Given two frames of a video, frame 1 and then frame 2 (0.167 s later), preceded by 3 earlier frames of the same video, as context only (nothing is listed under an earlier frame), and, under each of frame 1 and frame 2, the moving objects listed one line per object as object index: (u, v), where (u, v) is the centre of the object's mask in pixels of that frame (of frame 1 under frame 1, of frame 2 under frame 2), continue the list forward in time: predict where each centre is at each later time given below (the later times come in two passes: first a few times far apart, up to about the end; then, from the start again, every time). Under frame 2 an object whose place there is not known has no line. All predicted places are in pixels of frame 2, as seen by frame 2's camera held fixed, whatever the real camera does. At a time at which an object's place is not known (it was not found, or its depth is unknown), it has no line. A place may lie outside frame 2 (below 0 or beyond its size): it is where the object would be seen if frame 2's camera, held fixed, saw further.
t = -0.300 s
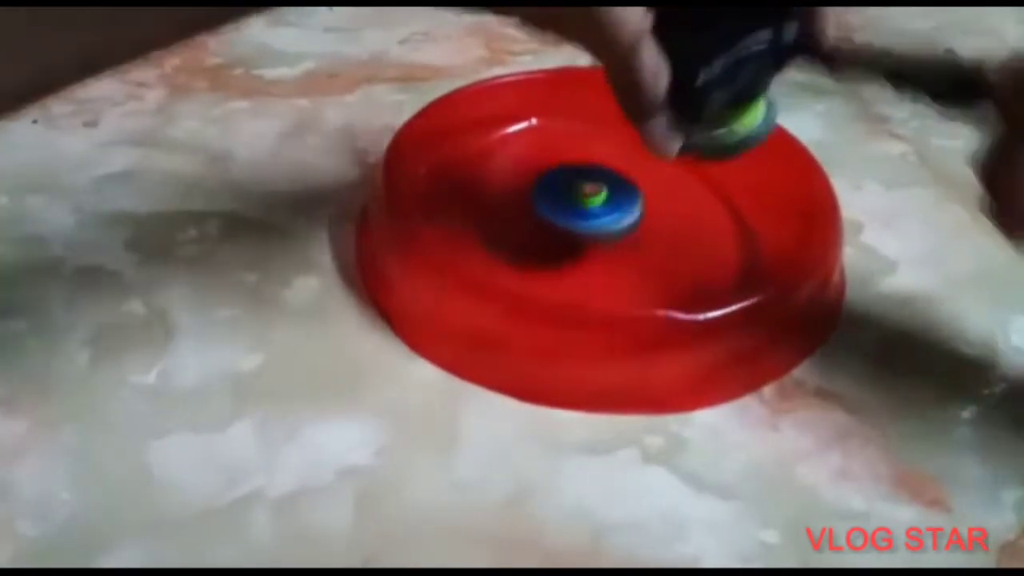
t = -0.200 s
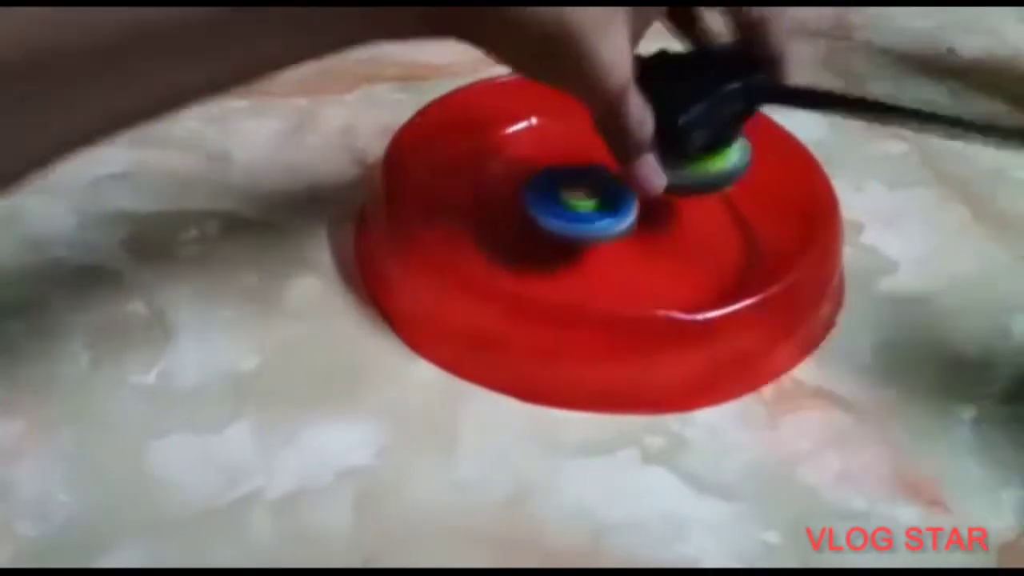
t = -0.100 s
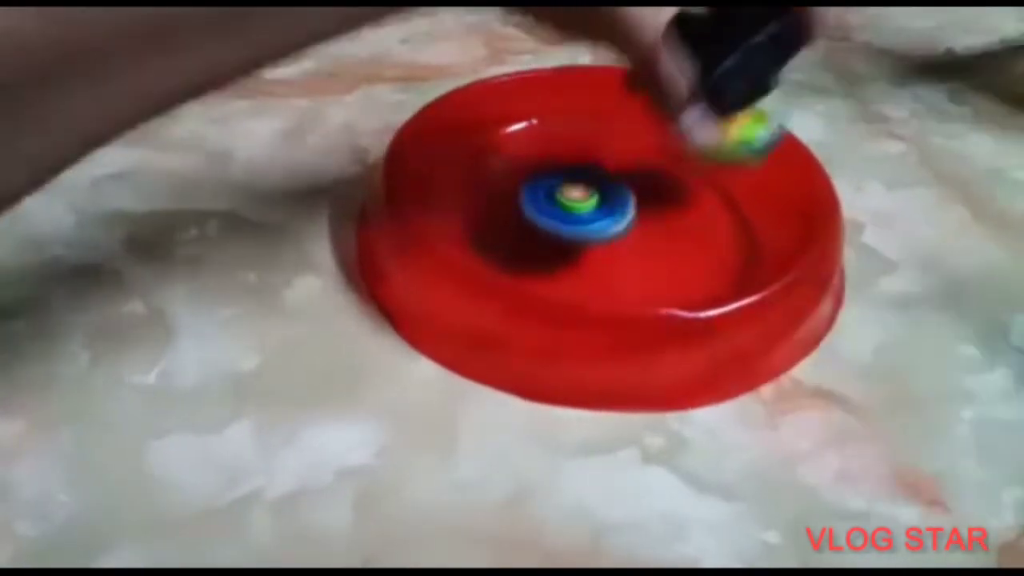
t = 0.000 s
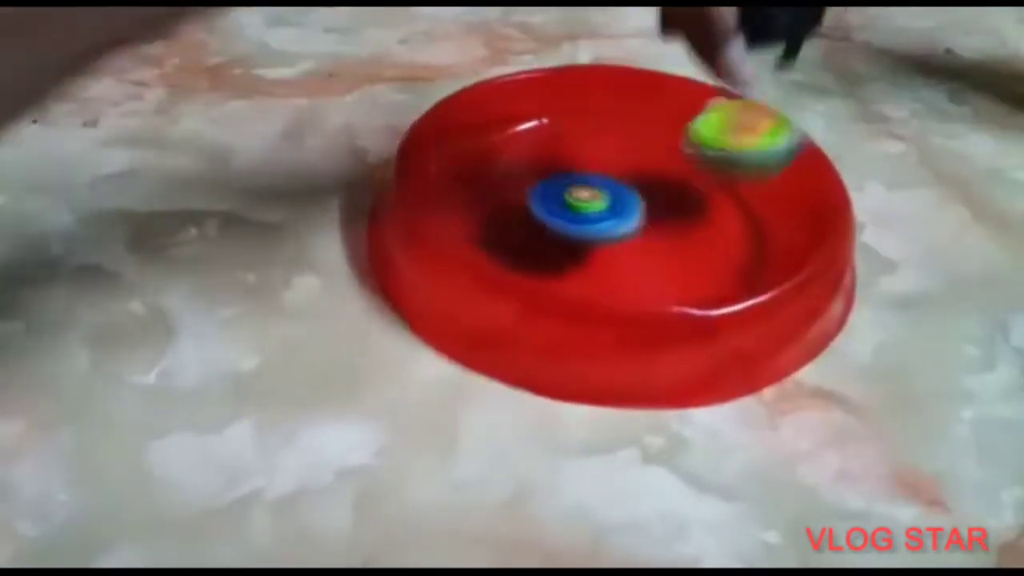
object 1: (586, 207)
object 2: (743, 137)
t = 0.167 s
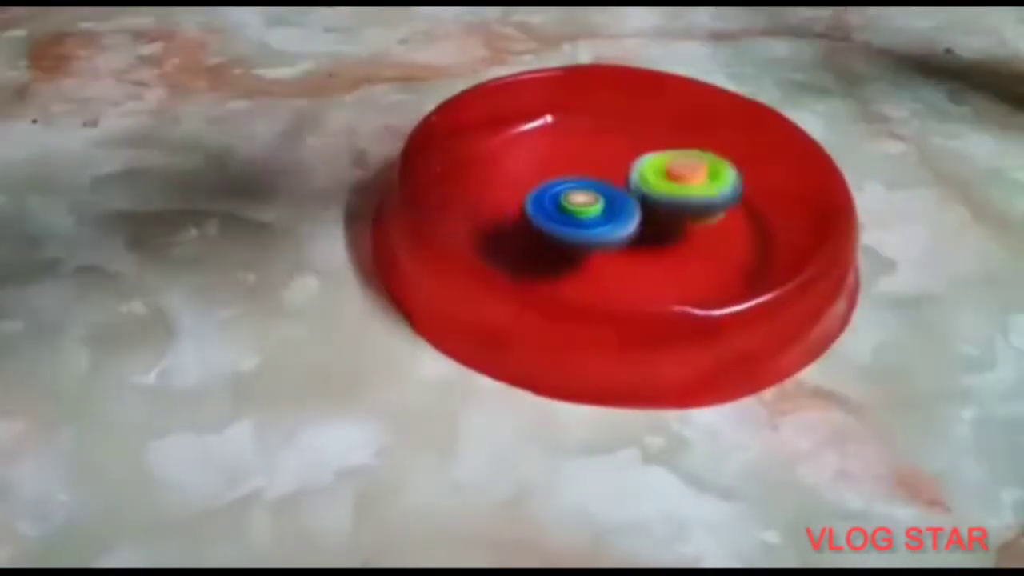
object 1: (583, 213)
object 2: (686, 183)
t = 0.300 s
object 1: (570, 217)
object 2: (676, 192)
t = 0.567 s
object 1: (549, 214)
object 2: (631, 182)
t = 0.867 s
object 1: (525, 228)
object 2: (673, 132)
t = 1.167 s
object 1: (569, 209)
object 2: (678, 146)
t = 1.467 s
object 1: (553, 216)
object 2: (708, 147)
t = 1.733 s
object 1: (558, 229)
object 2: (689, 147)
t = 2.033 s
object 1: (574, 225)
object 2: (621, 158)
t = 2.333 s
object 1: (616, 212)
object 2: (540, 157)
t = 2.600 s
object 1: (654, 199)
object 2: (504, 167)
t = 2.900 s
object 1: (688, 194)
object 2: (502, 170)
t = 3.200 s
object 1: (699, 198)
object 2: (509, 192)
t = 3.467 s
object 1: (687, 199)
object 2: (522, 222)
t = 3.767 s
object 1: (655, 184)
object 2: (552, 243)
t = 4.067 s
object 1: (629, 164)
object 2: (598, 246)
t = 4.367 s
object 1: (625, 151)
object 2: (659, 230)
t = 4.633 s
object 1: (630, 148)
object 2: (697, 225)
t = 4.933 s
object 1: (632, 154)
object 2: (709, 225)
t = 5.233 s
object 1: (589, 118)
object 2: (725, 253)
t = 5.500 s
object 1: (577, 114)
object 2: (650, 225)
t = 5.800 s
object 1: (574, 108)
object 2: (633, 194)
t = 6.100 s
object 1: (572, 123)
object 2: (635, 195)
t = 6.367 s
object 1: (543, 130)
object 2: (618, 204)
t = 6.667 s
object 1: (525, 134)
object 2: (598, 208)
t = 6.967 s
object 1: (523, 138)
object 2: (605, 218)
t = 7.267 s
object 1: (535, 151)
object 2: (598, 228)
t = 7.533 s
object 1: (540, 155)
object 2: (602, 244)
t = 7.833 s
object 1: (542, 160)
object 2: (617, 229)
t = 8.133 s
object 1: (545, 166)
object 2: (641, 241)
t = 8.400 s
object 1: (558, 175)
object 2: (695, 237)
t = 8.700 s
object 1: (560, 181)
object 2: (717, 221)
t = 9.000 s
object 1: (559, 188)
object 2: (695, 217)
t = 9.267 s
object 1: (551, 184)
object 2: (692, 215)
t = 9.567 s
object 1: (564, 185)
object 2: (704, 218)
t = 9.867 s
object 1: (569, 192)
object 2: (704, 218)
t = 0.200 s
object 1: (583, 213)
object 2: (683, 183)
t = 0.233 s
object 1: (577, 215)
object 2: (679, 191)
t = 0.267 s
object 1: (573, 216)
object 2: (678, 192)
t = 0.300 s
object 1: (570, 217)
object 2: (676, 192)
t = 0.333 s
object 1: (567, 217)
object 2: (672, 194)
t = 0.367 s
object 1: (563, 218)
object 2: (664, 192)
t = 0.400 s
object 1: (560, 217)
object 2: (659, 190)
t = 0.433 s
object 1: (557, 217)
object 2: (653, 189)
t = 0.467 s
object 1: (554, 217)
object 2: (648, 187)
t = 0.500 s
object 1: (552, 216)
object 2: (642, 186)
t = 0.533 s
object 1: (549, 214)
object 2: (636, 183)
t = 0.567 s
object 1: (549, 214)
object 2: (631, 182)
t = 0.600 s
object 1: (546, 216)
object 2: (625, 180)
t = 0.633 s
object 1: (517, 220)
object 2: (639, 168)
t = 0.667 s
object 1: (507, 221)
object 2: (652, 159)
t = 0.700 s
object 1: (514, 223)
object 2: (657, 153)
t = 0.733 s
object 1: (515, 226)
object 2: (661, 148)
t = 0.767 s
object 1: (516, 227)
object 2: (664, 143)
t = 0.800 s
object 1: (518, 228)
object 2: (666, 138)
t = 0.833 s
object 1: (521, 229)
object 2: (669, 135)
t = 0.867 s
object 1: (525, 228)
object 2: (673, 132)
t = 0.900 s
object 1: (528, 229)
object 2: (675, 130)
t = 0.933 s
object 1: (532, 225)
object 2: (680, 129)
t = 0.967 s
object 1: (536, 223)
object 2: (680, 128)
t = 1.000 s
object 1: (541, 220)
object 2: (680, 130)
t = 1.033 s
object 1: (544, 219)
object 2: (682, 132)
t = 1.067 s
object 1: (549, 217)
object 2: (680, 135)
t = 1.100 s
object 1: (556, 213)
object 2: (681, 138)
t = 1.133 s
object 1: (563, 211)
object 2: (679, 142)
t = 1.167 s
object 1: (569, 209)
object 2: (678, 146)
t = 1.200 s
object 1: (577, 207)
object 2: (677, 149)
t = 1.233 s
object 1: (583, 205)
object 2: (675, 153)
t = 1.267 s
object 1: (589, 203)
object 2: (673, 156)
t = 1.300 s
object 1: (597, 199)
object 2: (674, 159)
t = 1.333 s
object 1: (595, 201)
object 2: (677, 159)
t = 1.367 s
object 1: (568, 208)
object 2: (691, 152)
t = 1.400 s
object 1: (552, 211)
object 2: (703, 149)
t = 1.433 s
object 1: (550, 213)
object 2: (707, 148)
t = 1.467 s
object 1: (553, 216)
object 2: (708, 147)
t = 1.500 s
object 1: (553, 218)
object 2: (706, 145)
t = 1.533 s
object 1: (554, 220)
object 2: (705, 146)
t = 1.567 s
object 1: (555, 223)
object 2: (703, 145)
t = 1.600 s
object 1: (555, 225)
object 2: (701, 145)
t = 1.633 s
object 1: (556, 227)
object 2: (700, 146)
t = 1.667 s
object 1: (557, 228)
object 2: (696, 146)
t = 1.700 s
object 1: (558, 229)
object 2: (694, 147)
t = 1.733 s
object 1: (558, 229)
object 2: (689, 147)
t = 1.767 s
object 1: (558, 230)
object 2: (684, 149)
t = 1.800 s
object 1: (559, 231)
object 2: (678, 149)
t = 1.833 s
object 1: (560, 231)
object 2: (672, 151)
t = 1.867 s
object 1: (562, 232)
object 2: (664, 152)
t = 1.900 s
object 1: (562, 231)
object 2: (656, 154)
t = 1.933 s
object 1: (564, 229)
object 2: (647, 155)
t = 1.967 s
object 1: (567, 228)
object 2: (639, 156)
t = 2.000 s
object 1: (570, 227)
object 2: (629, 157)
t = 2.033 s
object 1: (574, 225)
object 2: (621, 158)
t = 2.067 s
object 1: (578, 224)
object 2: (612, 157)
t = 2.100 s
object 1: (583, 223)
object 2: (604, 157)
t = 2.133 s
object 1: (587, 223)
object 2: (594, 156)
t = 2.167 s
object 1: (591, 222)
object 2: (585, 156)
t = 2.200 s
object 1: (598, 222)
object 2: (574, 155)
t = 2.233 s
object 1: (602, 221)
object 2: (565, 155)
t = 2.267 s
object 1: (607, 218)
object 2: (556, 155)
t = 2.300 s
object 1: (612, 214)
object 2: (548, 155)
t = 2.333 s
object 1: (616, 212)
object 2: (540, 157)
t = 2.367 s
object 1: (619, 210)
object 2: (534, 158)
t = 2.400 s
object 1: (624, 208)
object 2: (527, 163)
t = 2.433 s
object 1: (629, 207)
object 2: (520, 164)
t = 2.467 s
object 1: (634, 205)
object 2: (515, 165)
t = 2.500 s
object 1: (639, 203)
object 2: (511, 166)
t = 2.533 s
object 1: (643, 202)
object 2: (508, 166)
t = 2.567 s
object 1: (648, 201)
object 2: (505, 167)
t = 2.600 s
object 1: (654, 199)
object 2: (504, 167)
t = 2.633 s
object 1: (658, 198)
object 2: (503, 167)
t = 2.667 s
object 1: (663, 197)
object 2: (503, 167)
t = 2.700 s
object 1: (668, 196)
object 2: (503, 168)
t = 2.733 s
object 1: (673, 196)
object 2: (502, 168)
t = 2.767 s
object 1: (677, 195)
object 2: (502, 168)
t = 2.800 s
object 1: (681, 195)
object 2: (501, 168)
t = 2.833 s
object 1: (684, 194)
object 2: (502, 169)
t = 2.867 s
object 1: (687, 194)
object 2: (501, 169)
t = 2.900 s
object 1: (688, 194)
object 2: (502, 170)
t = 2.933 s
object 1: (691, 194)
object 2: (502, 171)
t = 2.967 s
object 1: (693, 195)
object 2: (503, 173)
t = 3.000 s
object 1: (695, 195)
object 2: (502, 175)
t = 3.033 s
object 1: (696, 196)
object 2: (503, 177)
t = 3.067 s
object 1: (697, 196)
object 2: (504, 179)
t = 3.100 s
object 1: (698, 196)
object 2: (507, 182)
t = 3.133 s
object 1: (699, 197)
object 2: (506, 185)
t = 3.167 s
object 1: (699, 197)
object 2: (509, 189)
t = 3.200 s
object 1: (699, 198)
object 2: (509, 192)
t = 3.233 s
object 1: (699, 198)
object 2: (511, 195)
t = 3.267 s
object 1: (698, 199)
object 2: (512, 199)
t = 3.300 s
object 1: (697, 199)
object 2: (513, 202)
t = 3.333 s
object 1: (696, 198)
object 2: (514, 206)
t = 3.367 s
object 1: (694, 199)
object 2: (516, 209)
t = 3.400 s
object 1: (692, 200)
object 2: (518, 214)
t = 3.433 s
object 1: (690, 199)
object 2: (519, 218)
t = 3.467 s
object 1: (687, 199)
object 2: (522, 222)
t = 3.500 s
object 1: (685, 198)
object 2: (523, 225)
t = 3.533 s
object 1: (682, 197)
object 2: (528, 228)
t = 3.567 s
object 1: (679, 196)
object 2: (529, 230)
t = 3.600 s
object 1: (676, 195)
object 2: (534, 233)
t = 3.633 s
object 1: (672, 193)
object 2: (536, 235)
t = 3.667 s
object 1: (668, 191)
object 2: (541, 238)
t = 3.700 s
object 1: (663, 189)
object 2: (544, 240)
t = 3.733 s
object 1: (658, 187)
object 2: (548, 242)
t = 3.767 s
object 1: (655, 184)
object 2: (552, 243)
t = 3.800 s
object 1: (653, 182)
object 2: (556, 244)
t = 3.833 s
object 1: (648, 180)
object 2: (562, 245)
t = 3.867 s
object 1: (645, 178)
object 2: (565, 246)
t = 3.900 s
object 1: (641, 175)
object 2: (572, 246)
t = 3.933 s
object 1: (639, 172)
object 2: (574, 247)
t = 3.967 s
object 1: (636, 170)
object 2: (581, 247)
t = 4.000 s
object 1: (634, 168)
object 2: (585, 247)
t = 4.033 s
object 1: (631, 167)
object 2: (592, 247)
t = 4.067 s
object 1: (629, 164)
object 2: (598, 246)
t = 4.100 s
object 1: (628, 162)
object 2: (604, 246)
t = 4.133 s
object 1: (626, 160)
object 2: (612, 245)
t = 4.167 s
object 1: (626, 158)
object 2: (618, 243)
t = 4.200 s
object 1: (625, 156)
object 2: (627, 241)
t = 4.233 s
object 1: (625, 155)
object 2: (632, 238)
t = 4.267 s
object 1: (625, 154)
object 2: (642, 236)
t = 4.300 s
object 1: (625, 153)
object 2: (646, 234)
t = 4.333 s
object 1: (626, 152)
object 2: (653, 232)
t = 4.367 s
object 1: (625, 151)
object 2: (659, 230)
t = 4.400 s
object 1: (626, 150)
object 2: (664, 228)
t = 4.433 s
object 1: (626, 150)
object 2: (671, 225)
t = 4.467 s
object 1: (626, 149)
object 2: (674, 224)
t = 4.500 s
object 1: (628, 148)
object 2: (680, 224)
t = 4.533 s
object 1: (629, 148)
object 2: (684, 224)
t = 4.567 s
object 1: (628, 147)
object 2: (690, 225)
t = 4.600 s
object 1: (628, 147)
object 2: (694, 225)
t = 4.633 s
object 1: (630, 148)
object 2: (697, 225)
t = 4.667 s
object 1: (629, 148)
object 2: (701, 227)
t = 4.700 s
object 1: (630, 148)
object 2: (703, 227)
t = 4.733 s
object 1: (630, 149)
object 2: (706, 227)
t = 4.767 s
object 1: (631, 149)
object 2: (708, 227)
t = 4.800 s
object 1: (632, 150)
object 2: (709, 227)
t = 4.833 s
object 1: (632, 150)
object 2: (708, 227)
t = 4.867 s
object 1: (633, 151)
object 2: (709, 225)
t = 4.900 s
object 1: (632, 152)
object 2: (711, 226)
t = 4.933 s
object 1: (632, 154)
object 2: (709, 225)
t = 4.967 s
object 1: (632, 154)
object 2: (710, 224)
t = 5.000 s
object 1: (631, 153)
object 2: (710, 224)
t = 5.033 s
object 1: (618, 138)
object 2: (721, 238)
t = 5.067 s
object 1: (611, 130)
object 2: (726, 246)
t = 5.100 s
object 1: (607, 128)
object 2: (731, 249)
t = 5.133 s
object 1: (601, 127)
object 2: (734, 251)
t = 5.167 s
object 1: (597, 124)
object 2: (732, 252)
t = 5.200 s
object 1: (593, 122)
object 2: (732, 254)
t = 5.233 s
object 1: (589, 118)
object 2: (725, 253)
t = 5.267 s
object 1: (586, 116)
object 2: (719, 252)
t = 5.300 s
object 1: (583, 116)
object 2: (710, 253)
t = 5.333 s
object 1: (582, 114)
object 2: (700, 253)
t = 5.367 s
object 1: (581, 115)
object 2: (690, 248)
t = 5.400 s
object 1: (580, 114)
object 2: (679, 243)
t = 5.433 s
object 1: (579, 114)
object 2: (669, 239)
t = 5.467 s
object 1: (578, 114)
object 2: (661, 232)
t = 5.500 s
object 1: (577, 114)
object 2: (650, 225)
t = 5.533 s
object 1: (577, 114)
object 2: (644, 218)
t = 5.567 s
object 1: (577, 114)
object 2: (638, 211)
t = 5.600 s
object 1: (577, 116)
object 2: (629, 204)
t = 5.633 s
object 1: (577, 117)
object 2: (626, 196)
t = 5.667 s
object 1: (577, 116)
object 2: (625, 193)
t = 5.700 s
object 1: (576, 108)
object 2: (627, 196)
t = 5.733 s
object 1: (581, 108)
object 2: (628, 195)
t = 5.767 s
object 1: (577, 110)
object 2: (631, 194)
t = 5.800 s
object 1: (574, 108)
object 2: (633, 194)
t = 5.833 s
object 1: (577, 108)
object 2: (635, 194)
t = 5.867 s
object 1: (576, 110)
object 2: (637, 194)
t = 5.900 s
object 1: (573, 110)
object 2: (636, 193)
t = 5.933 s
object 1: (575, 111)
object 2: (638, 193)
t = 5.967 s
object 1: (574, 113)
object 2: (638, 194)
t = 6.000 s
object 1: (573, 114)
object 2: (634, 193)
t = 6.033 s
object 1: (574, 117)
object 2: (635, 192)
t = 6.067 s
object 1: (572, 120)
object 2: (637, 193)
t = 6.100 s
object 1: (572, 123)
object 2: (635, 195)
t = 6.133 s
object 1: (571, 127)
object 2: (633, 195)
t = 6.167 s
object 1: (568, 129)
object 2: (632, 197)
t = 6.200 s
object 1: (563, 127)
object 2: (632, 197)
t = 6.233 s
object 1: (561, 128)
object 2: (630, 198)
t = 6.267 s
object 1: (560, 130)
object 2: (626, 198)
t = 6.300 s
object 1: (553, 130)
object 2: (623, 199)
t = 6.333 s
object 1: (547, 130)
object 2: (621, 202)
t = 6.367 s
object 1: (543, 130)
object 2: (618, 204)
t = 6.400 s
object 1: (538, 130)
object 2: (615, 205)
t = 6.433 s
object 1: (536, 130)
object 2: (614, 206)
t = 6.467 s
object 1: (533, 131)
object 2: (612, 208)
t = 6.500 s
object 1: (531, 131)
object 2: (607, 207)
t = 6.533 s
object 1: (530, 131)
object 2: (604, 208)
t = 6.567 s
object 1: (528, 132)
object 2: (603, 209)
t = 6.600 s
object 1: (527, 132)
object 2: (601, 209)
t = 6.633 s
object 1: (526, 133)
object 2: (598, 208)
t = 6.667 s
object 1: (525, 134)
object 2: (598, 208)
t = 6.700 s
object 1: (524, 134)
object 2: (599, 207)
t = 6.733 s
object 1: (524, 135)
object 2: (597, 206)
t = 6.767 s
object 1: (523, 135)
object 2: (596, 206)
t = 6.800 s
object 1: (526, 134)
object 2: (597, 207)
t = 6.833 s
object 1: (528, 137)
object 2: (596, 207)
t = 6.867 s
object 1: (522, 135)
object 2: (599, 208)
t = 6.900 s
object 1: (526, 134)
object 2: (602, 211)
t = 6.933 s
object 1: (528, 138)
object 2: (603, 215)
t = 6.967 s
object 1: (523, 138)
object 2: (605, 218)
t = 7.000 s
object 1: (522, 137)
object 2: (607, 220)
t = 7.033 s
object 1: (524, 138)
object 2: (606, 222)
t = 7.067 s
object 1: (524, 140)
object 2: (604, 224)
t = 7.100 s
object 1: (524, 140)
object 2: (604, 226)
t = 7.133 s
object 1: (528, 142)
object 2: (605, 226)
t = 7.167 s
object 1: (530, 144)
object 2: (603, 226)
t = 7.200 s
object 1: (532, 147)
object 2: (598, 226)
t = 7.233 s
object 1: (535, 151)
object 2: (596, 226)
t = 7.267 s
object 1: (535, 151)
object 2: (598, 228)
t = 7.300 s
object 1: (536, 150)
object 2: (596, 231)
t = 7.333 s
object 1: (538, 152)
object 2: (591, 232)
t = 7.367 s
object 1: (537, 154)
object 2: (591, 231)
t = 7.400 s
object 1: (538, 156)
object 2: (593, 232)
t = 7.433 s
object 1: (537, 154)
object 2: (602, 236)
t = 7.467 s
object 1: (537, 151)
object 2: (606, 239)
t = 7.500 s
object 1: (542, 152)
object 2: (604, 242)
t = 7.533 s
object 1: (540, 155)
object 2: (602, 244)
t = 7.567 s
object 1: (535, 154)
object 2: (606, 241)
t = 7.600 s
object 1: (535, 152)
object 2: (606, 243)
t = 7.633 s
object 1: (538, 153)
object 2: (609, 243)
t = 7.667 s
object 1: (538, 155)
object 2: (607, 241)
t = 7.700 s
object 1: (537, 156)
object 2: (606, 236)
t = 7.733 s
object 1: (539, 156)
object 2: (606, 235)
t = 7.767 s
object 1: (540, 159)
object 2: (609, 233)
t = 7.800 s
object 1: (538, 159)
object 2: (615, 231)
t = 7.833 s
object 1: (542, 160)
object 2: (617, 229)
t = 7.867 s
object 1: (544, 161)
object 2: (616, 230)
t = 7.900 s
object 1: (544, 160)
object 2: (618, 232)
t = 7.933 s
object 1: (547, 162)
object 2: (622, 234)
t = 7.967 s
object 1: (546, 163)
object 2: (626, 236)
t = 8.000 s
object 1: (542, 163)
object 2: (630, 237)
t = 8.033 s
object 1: (542, 162)
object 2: (632, 240)
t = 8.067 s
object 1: (545, 163)
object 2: (635, 241)
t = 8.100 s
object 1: (545, 165)
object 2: (637, 242)
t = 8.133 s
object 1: (545, 166)
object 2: (641, 241)
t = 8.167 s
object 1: (548, 168)
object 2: (643, 241)
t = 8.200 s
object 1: (549, 171)
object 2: (646, 240)
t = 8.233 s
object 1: (550, 173)
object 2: (650, 237)
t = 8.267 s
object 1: (553, 176)
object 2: (653, 233)
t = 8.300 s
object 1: (553, 177)
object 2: (658, 233)
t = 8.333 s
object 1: (551, 173)
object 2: (674, 235)
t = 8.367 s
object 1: (556, 172)
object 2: (686, 238)
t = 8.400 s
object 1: (558, 175)
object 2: (695, 237)
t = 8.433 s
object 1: (555, 176)
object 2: (702, 236)
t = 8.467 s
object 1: (554, 176)
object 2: (707, 233)
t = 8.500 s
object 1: (555, 175)
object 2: (711, 230)
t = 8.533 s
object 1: (558, 177)
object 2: (717, 228)
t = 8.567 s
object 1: (558, 179)
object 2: (720, 227)
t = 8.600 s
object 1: (557, 179)
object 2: (720, 225)
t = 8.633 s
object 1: (558, 178)
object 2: (720, 224)
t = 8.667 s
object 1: (560, 180)
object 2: (719, 223)
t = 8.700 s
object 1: (560, 181)
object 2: (717, 221)
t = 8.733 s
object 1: (562, 182)
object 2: (714, 221)
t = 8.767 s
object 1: (564, 183)
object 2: (710, 221)
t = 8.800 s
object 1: (566, 185)
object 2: (704, 219)
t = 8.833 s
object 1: (566, 186)
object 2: (699, 218)
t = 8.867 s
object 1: (568, 187)
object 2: (695, 218)
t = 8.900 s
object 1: (570, 188)
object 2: (694, 219)
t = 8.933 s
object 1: (572, 190)
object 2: (692, 218)
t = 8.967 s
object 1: (568, 190)
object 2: (690, 216)
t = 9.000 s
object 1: (559, 188)
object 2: (695, 217)
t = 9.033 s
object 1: (559, 186)
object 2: (698, 217)
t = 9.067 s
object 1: (559, 187)
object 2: (696, 217)
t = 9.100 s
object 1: (555, 188)
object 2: (693, 215)
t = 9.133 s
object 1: (552, 187)
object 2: (691, 215)
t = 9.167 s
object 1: (552, 186)
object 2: (691, 215)
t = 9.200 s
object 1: (552, 186)
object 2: (691, 215)
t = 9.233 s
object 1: (551, 185)
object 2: (692, 215)
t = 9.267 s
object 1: (551, 184)
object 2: (692, 215)
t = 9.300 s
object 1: (554, 185)
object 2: (692, 215)
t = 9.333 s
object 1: (557, 185)
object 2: (691, 215)
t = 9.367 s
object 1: (559, 185)
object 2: (692, 215)
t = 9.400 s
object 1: (563, 186)
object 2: (692, 215)
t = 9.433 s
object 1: (567, 187)
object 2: (691, 215)
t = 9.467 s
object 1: (570, 188)
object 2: (691, 215)
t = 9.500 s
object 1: (572, 189)
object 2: (692, 215)
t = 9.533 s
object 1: (573, 188)
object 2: (696, 216)
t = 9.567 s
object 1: (564, 185)
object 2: (704, 218)
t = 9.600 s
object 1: (563, 183)
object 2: (707, 220)
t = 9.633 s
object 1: (568, 183)
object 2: (709, 221)
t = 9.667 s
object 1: (570, 186)
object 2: (710, 221)
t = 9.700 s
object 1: (568, 188)
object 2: (710, 222)
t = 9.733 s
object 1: (566, 188)
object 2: (710, 222)
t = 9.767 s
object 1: (568, 187)
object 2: (710, 221)
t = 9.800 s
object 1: (571, 189)
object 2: (708, 221)
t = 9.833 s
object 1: (571, 192)
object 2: (707, 219)
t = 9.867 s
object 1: (569, 192)
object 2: (704, 218)
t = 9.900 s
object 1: (568, 192)
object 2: (699, 216)
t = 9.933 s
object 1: (572, 192)
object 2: (695, 217)
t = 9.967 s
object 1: (574, 194)
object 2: (694, 218)
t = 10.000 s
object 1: (569, 193)
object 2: (695, 219)
